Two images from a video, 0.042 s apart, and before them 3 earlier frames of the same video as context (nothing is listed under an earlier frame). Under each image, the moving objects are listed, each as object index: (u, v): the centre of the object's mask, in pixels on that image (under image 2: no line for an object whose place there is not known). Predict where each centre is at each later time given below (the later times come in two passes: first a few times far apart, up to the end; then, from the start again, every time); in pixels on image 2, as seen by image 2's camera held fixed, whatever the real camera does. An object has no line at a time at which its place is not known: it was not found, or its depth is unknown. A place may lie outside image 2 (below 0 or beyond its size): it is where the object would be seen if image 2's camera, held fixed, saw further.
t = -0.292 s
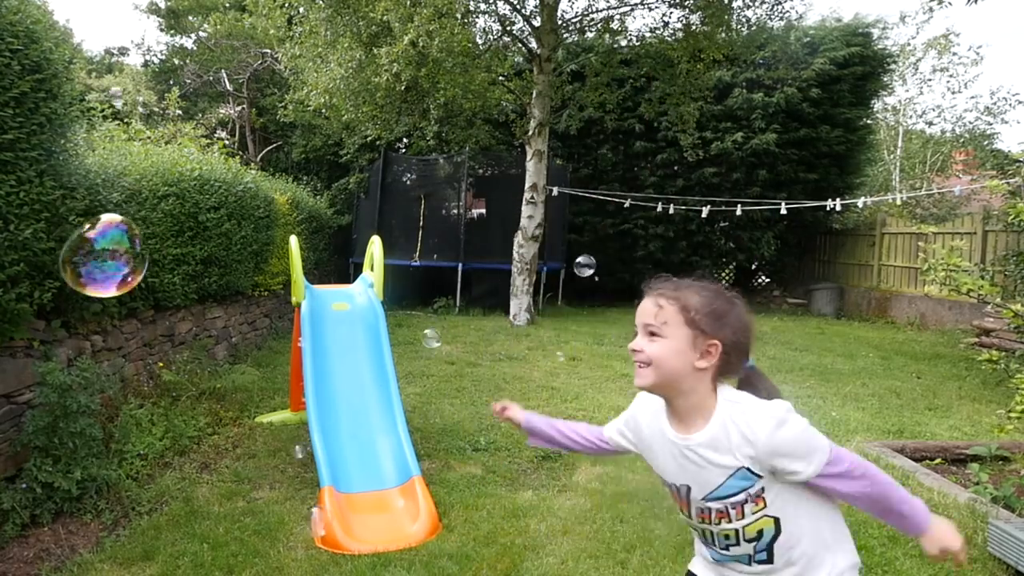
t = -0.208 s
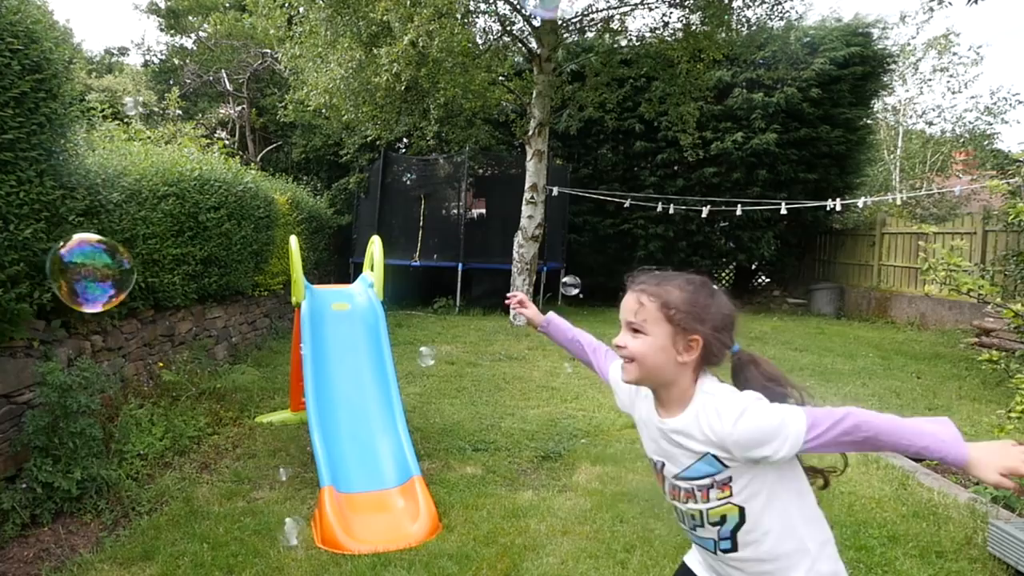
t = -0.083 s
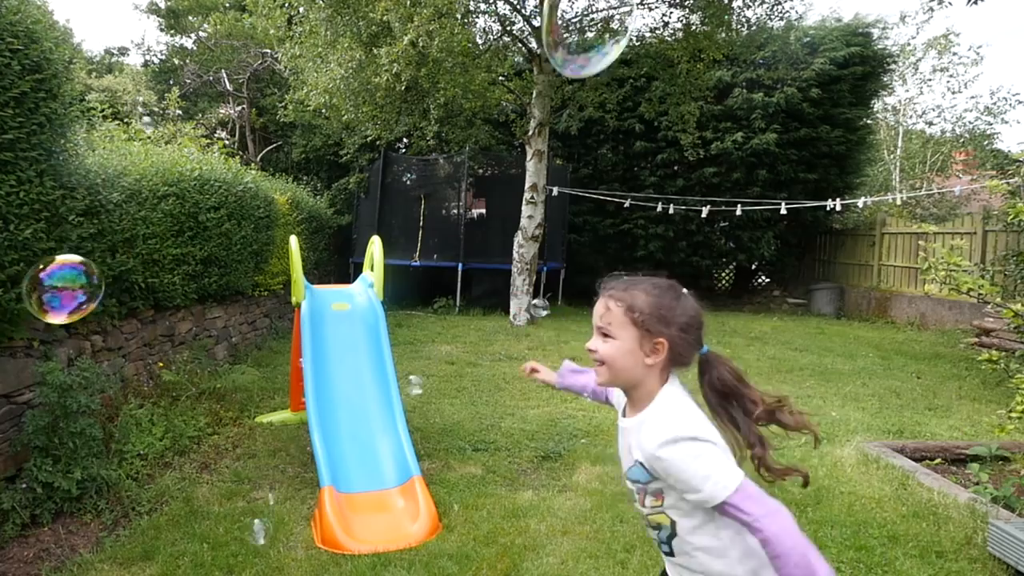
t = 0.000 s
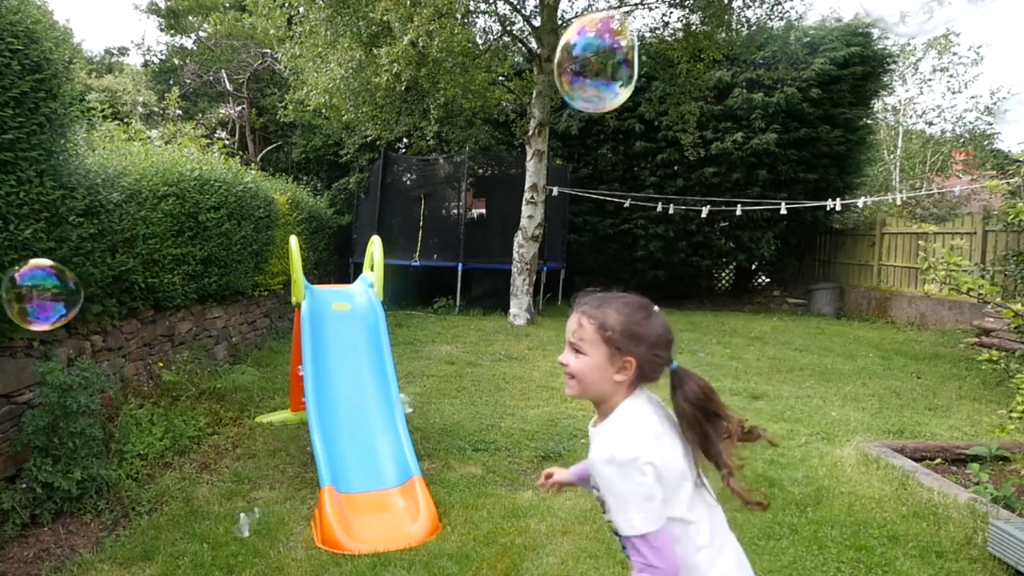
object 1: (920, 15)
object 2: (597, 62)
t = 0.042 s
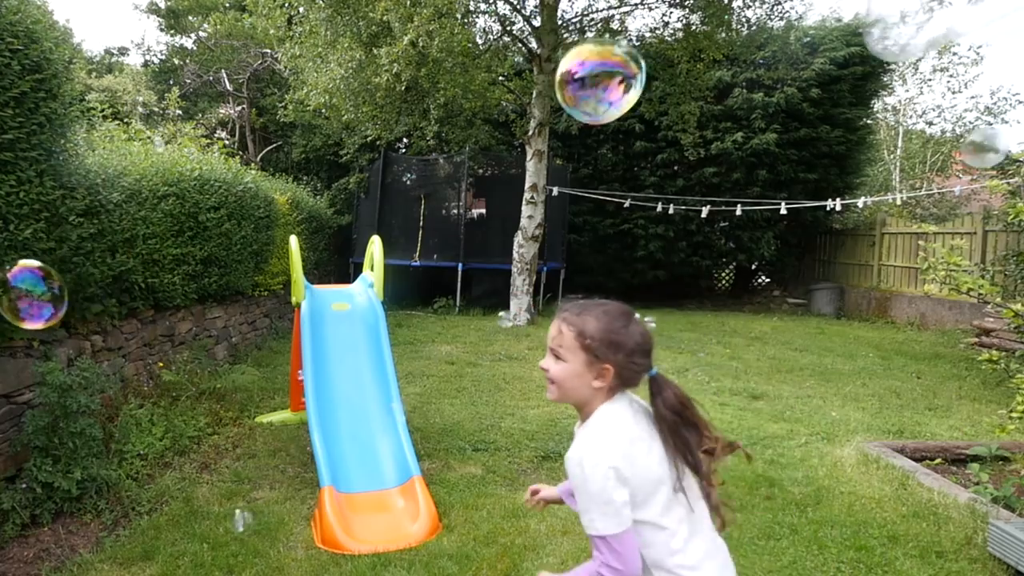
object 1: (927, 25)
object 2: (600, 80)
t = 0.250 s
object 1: (917, 72)
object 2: (600, 155)
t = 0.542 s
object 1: (866, 148)
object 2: (582, 237)
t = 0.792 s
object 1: (827, 187)
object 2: (565, 276)
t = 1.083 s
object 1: (785, 218)
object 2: (549, 300)
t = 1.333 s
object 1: (756, 233)
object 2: (546, 319)
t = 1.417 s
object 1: (748, 237)
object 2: (546, 325)
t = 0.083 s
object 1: (937, 34)
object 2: (601, 96)
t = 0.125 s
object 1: (935, 43)
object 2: (603, 111)
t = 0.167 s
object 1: (932, 53)
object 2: (601, 127)
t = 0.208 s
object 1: (928, 59)
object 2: (601, 141)
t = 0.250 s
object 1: (917, 72)
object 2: (600, 155)
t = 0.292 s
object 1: (908, 83)
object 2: (598, 169)
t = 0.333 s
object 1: (903, 95)
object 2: (596, 182)
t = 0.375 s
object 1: (898, 108)
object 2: (593, 195)
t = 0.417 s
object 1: (890, 119)
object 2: (591, 207)
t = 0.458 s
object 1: (879, 128)
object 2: (588, 218)
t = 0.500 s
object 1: (871, 138)
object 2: (585, 228)
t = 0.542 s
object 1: (866, 148)
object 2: (582, 237)
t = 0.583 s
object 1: (859, 158)
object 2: (579, 246)
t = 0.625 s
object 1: (852, 164)
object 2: (577, 254)
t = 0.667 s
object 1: (845, 171)
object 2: (573, 261)
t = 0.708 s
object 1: (839, 177)
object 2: (571, 267)
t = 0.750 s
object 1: (834, 183)
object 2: (568, 272)
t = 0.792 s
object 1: (827, 187)
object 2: (565, 276)
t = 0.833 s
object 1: (819, 192)
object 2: (562, 281)
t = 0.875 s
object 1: (813, 199)
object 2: (559, 284)
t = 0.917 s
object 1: (807, 204)
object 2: (557, 288)
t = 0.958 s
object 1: (802, 208)
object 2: (555, 291)
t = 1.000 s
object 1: (796, 211)
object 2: (552, 294)
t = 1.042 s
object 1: (791, 214)
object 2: (551, 297)
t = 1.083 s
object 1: (785, 218)
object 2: (549, 300)
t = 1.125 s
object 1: (780, 220)
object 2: (548, 303)
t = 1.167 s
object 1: (774, 222)
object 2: (547, 306)
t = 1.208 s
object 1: (769, 225)
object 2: (546, 309)
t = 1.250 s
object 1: (765, 229)
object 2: (546, 312)
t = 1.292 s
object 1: (760, 232)
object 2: (546, 315)
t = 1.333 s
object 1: (756, 233)
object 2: (546, 319)
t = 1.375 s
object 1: (752, 235)
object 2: (546, 322)
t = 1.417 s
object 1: (748, 237)
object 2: (546, 325)
